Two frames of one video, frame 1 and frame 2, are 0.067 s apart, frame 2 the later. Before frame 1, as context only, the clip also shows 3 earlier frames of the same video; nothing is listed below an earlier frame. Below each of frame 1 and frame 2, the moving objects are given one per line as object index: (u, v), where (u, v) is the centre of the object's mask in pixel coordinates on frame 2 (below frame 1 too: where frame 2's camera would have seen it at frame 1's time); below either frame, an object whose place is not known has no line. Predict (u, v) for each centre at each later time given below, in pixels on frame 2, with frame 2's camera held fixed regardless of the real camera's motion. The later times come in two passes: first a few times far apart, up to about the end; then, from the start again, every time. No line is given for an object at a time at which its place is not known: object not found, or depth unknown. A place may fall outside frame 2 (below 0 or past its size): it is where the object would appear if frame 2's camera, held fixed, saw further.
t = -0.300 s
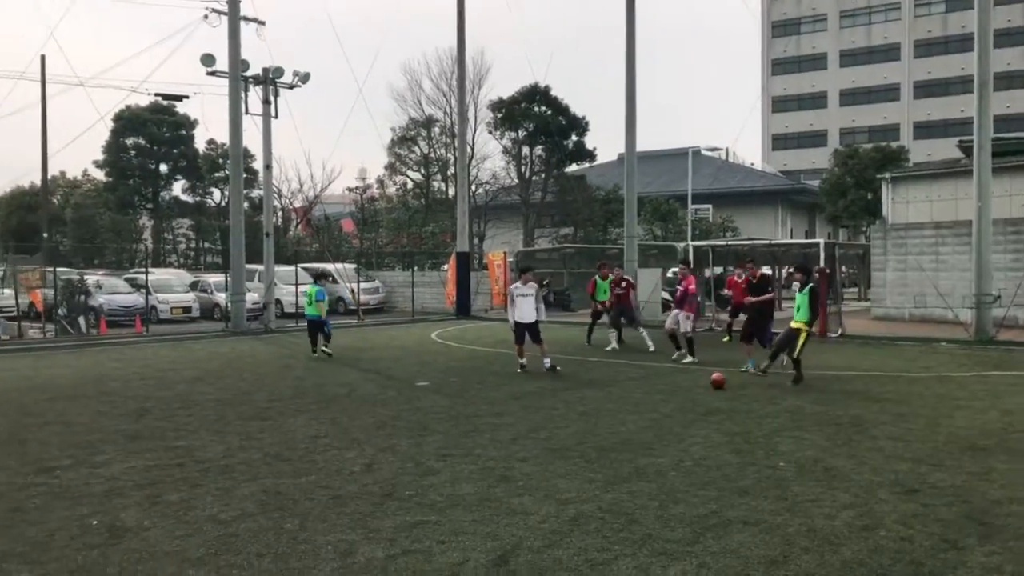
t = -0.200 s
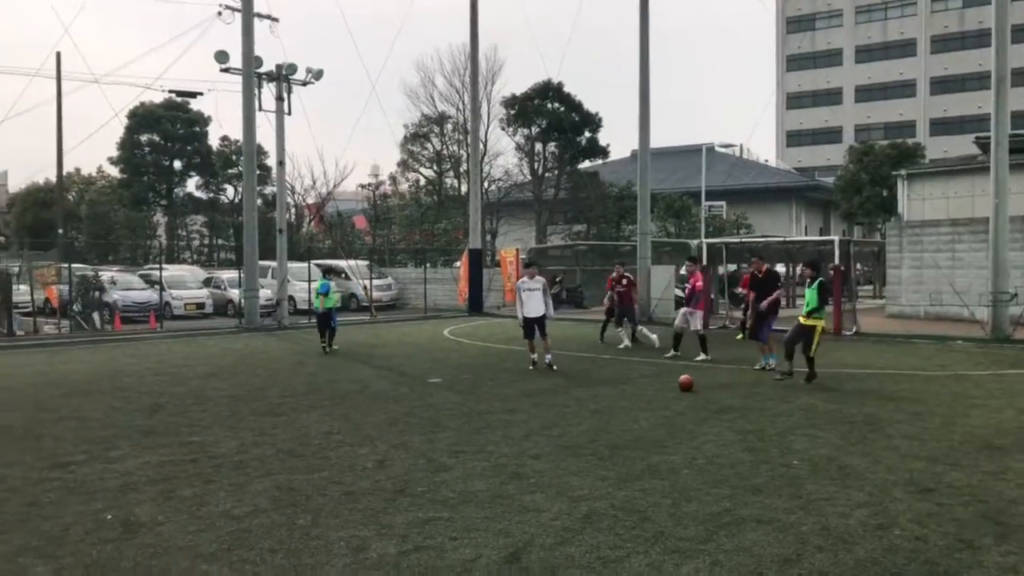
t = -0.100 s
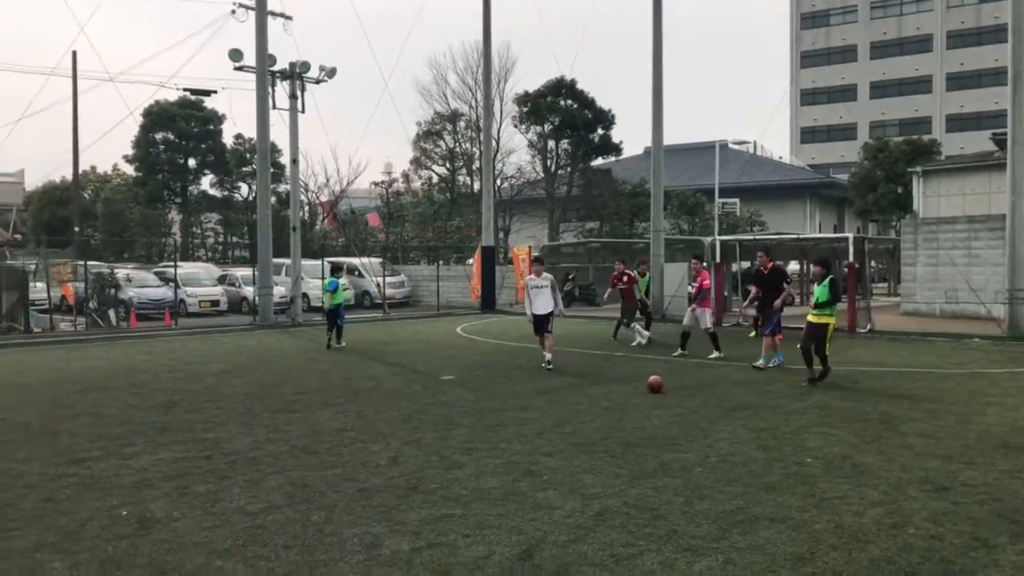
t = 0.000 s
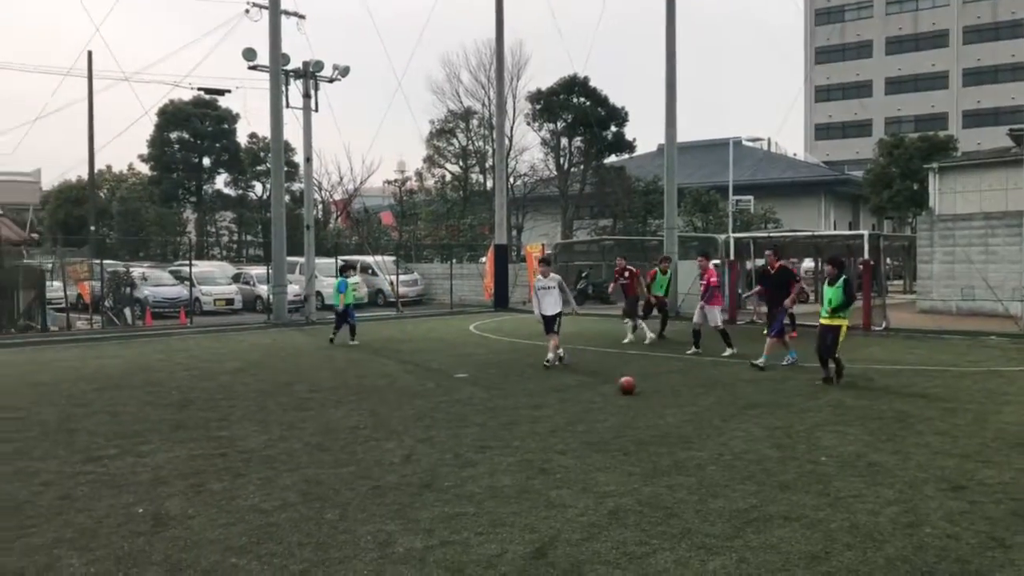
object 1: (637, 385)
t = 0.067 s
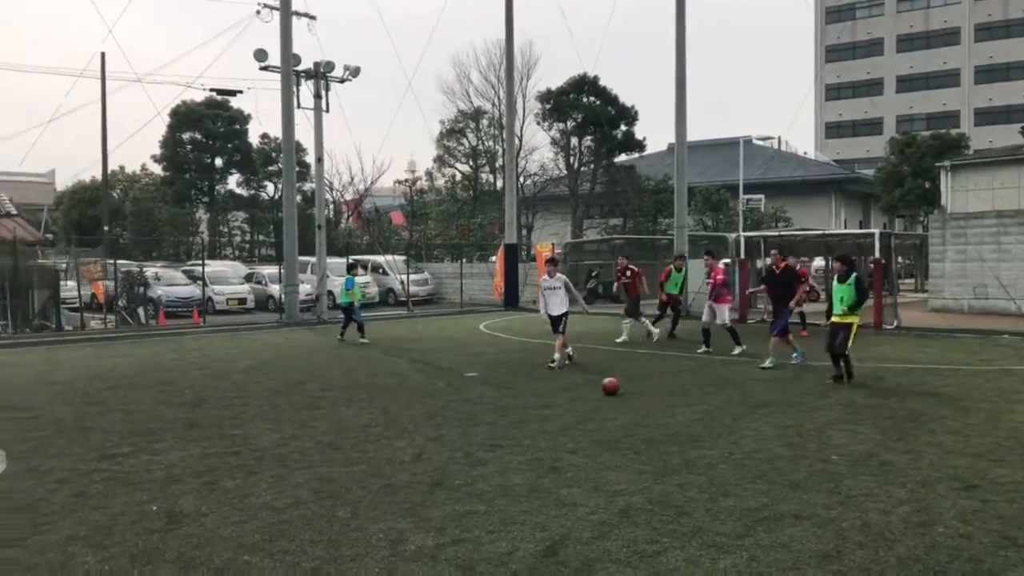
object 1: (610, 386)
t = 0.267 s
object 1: (532, 393)
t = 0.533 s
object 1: (422, 402)
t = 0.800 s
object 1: (303, 413)
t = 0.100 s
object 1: (597, 388)
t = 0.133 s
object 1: (585, 389)
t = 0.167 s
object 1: (572, 389)
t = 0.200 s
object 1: (559, 391)
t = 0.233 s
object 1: (546, 392)
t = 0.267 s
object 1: (532, 393)
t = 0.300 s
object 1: (519, 394)
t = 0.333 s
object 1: (506, 395)
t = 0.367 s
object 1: (492, 397)
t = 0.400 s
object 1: (478, 398)
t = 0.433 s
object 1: (464, 399)
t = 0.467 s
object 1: (450, 400)
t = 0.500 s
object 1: (436, 401)
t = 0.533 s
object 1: (422, 402)
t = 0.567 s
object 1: (408, 403)
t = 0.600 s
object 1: (394, 404)
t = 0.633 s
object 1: (380, 407)
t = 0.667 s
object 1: (364, 407)
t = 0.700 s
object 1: (349, 407)
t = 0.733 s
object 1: (334, 409)
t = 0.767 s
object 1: (319, 411)
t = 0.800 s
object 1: (303, 413)
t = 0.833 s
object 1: (288, 413)
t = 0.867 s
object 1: (272, 415)
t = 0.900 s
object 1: (255, 417)
